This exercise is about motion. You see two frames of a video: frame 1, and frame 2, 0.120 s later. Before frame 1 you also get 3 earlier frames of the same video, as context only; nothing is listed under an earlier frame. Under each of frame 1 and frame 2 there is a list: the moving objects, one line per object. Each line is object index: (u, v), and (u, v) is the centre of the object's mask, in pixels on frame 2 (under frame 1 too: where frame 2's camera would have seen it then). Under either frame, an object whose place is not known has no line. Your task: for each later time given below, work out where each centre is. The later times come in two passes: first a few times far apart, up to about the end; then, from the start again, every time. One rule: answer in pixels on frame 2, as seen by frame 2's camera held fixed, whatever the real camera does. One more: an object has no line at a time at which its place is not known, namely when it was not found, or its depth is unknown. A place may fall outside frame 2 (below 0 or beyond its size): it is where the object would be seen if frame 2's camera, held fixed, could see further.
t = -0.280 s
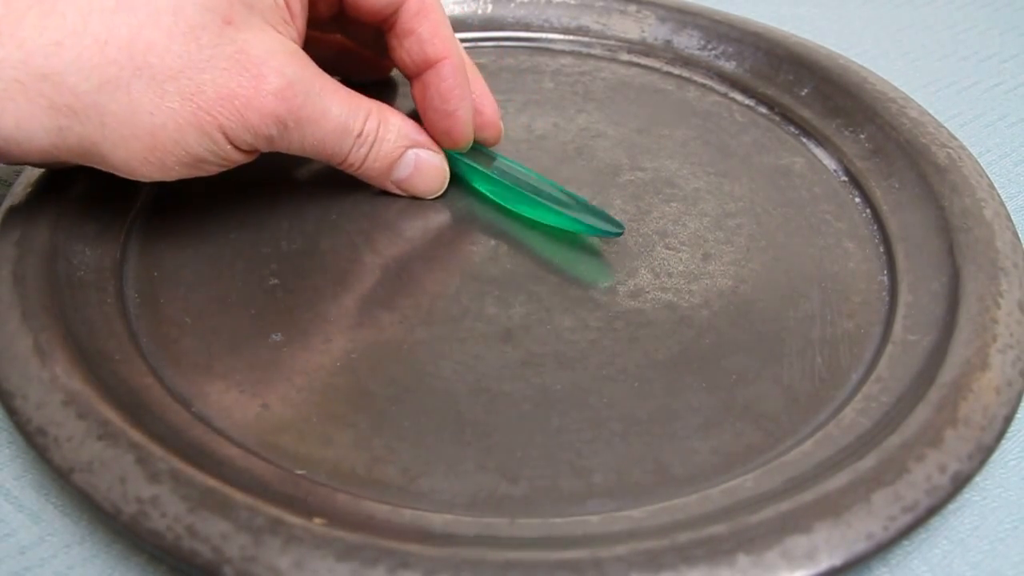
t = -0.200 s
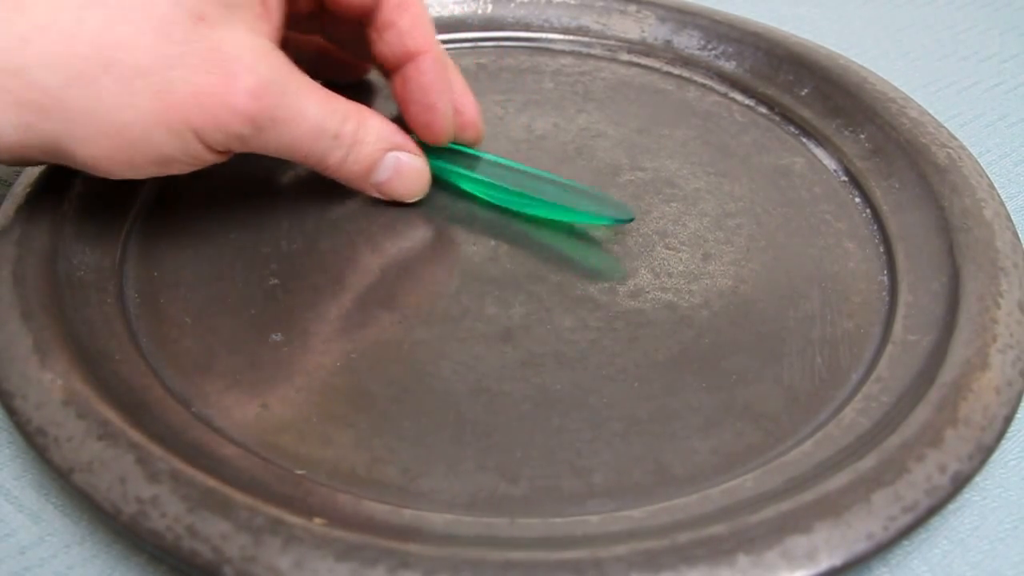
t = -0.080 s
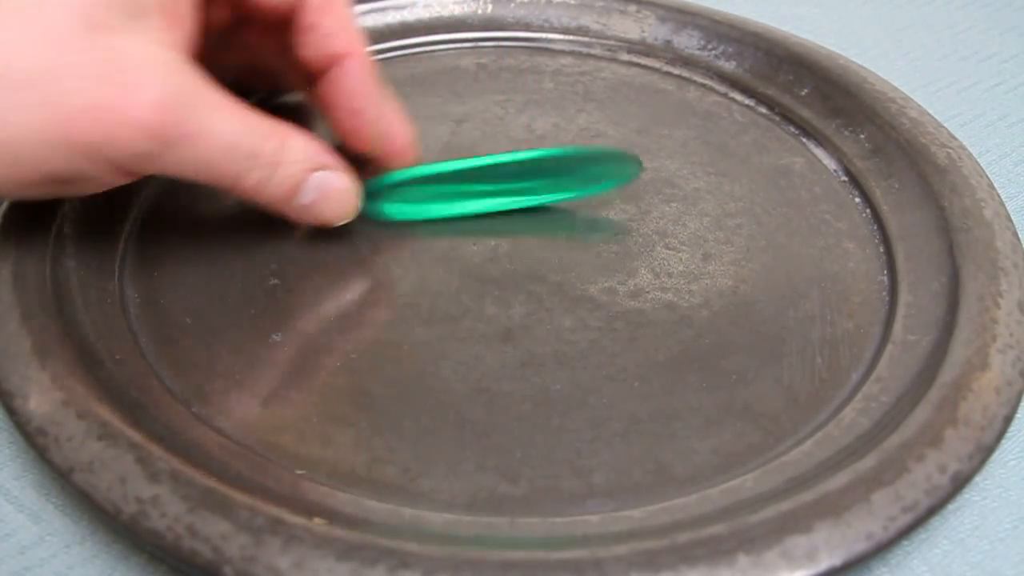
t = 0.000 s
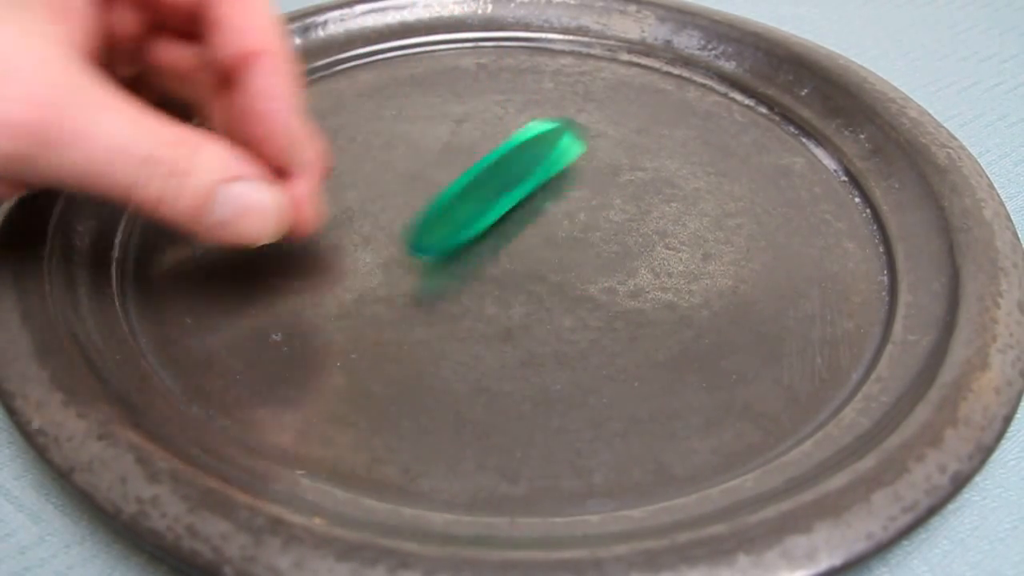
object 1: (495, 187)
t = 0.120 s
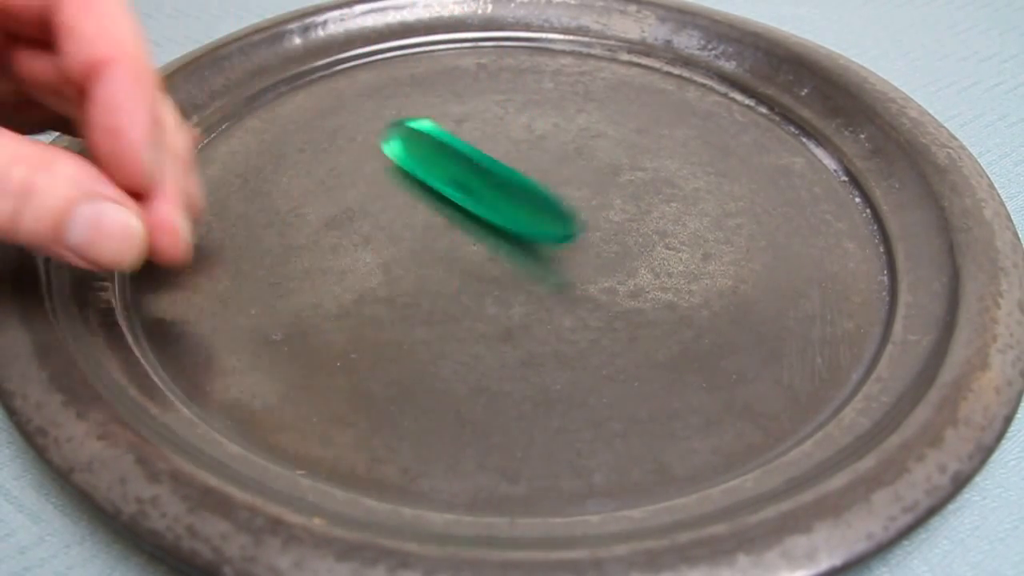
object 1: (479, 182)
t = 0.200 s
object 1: (483, 176)
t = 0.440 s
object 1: (504, 178)
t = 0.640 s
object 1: (497, 189)
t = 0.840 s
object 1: (485, 175)
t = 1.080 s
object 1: (504, 176)
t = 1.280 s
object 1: (500, 186)
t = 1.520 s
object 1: (487, 174)
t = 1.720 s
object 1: (516, 180)
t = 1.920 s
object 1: (494, 183)
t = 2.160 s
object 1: (503, 172)
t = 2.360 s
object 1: (515, 186)
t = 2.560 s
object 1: (501, 179)
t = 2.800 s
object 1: (513, 181)
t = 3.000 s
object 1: (503, 181)
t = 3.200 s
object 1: (503, 183)
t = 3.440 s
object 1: (504, 180)
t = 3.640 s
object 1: (502, 183)
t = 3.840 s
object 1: (501, 174)
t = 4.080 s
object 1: (511, 183)
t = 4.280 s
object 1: (504, 177)
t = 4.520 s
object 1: (513, 186)
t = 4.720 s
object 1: (506, 178)
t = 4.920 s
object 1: (501, 182)
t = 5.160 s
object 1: (513, 182)
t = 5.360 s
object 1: (501, 180)
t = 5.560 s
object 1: (513, 186)
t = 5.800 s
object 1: (510, 177)
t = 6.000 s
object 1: (506, 184)
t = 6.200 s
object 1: (516, 184)
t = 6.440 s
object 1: (509, 180)
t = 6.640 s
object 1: (506, 185)
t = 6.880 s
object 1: (518, 183)
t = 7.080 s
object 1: (516, 179)
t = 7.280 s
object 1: (508, 180)
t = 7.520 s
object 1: (512, 184)
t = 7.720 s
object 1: (522, 185)
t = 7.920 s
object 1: (523, 182)
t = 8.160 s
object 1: (516, 180)
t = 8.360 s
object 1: (512, 180)
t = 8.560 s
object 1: (509, 182)
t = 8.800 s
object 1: (510, 184)
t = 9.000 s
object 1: (513, 185)
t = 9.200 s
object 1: (517, 184)
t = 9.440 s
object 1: (520, 184)
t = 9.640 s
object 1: (522, 184)
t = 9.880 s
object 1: (522, 183)
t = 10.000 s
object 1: (522, 183)
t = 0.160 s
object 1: (483, 179)
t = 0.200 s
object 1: (483, 176)
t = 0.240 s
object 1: (478, 176)
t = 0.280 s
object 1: (474, 178)
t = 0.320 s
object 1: (479, 182)
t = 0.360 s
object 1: (495, 184)
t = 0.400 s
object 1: (505, 178)
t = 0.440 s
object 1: (504, 178)
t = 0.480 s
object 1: (500, 177)
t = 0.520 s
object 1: (497, 180)
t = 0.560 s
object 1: (495, 182)
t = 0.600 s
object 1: (496, 185)
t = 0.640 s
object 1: (497, 189)
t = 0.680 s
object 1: (493, 187)
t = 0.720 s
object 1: (489, 183)
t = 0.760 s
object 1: (488, 181)
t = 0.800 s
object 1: (488, 177)
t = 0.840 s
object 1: (485, 175)
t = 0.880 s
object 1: (482, 176)
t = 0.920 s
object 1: (479, 180)
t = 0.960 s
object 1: (489, 183)
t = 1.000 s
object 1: (502, 180)
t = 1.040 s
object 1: (509, 178)
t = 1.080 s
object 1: (504, 176)
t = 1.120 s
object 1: (503, 176)
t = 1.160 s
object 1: (499, 178)
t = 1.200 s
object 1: (499, 181)
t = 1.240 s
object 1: (500, 182)
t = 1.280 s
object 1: (500, 186)
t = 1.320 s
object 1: (497, 185)
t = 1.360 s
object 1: (493, 182)
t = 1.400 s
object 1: (494, 180)
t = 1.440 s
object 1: (495, 176)
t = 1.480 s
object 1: (492, 174)
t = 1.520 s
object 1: (487, 174)
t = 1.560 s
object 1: (485, 176)
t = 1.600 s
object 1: (489, 180)
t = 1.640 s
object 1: (503, 182)
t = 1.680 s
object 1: (514, 180)
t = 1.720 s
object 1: (516, 180)
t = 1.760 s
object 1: (509, 178)
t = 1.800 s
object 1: (505, 178)
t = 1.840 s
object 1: (501, 180)
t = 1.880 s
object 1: (498, 180)
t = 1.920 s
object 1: (494, 183)
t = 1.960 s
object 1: (493, 184)
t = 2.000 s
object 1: (490, 188)
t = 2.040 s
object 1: (493, 181)
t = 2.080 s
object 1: (500, 177)
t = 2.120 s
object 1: (503, 175)
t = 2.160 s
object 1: (503, 172)
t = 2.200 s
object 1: (498, 171)
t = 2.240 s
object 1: (494, 173)
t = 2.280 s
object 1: (496, 177)
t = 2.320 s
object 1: (505, 184)
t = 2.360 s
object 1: (515, 186)
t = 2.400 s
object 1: (516, 185)
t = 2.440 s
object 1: (512, 182)
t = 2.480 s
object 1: (509, 181)
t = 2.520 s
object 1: (505, 180)
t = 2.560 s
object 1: (501, 179)
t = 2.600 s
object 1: (498, 178)
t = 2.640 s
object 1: (493, 179)
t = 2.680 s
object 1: (489, 181)
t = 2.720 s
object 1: (494, 182)
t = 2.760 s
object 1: (503, 184)
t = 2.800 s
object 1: (513, 181)
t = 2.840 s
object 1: (518, 178)
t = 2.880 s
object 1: (517, 177)
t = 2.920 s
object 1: (512, 176)
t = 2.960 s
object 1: (506, 178)
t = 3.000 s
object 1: (503, 181)
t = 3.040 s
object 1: (502, 182)
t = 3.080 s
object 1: (499, 182)
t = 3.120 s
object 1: (497, 182)
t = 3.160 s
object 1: (498, 182)
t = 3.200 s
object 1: (503, 183)
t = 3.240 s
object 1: (509, 181)
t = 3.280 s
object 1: (512, 178)
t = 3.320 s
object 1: (509, 176)
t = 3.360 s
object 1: (506, 176)
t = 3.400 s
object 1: (503, 178)
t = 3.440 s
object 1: (504, 180)
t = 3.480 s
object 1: (505, 182)
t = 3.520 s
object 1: (506, 183)
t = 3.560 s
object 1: (506, 187)
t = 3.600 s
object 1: (504, 185)
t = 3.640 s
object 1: (502, 183)
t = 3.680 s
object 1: (503, 180)
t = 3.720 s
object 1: (506, 178)
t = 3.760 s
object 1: (508, 176)
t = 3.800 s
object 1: (505, 174)
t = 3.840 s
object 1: (501, 174)
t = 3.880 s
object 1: (498, 177)
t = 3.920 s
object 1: (499, 181)
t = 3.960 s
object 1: (507, 185)
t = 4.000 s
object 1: (514, 188)
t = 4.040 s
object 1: (513, 187)
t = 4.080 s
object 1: (511, 183)
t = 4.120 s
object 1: (511, 184)
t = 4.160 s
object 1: (510, 182)
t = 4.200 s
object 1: (508, 180)
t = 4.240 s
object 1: (506, 178)
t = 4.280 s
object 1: (504, 177)
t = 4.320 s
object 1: (502, 178)
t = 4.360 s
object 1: (499, 179)
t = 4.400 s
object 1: (501, 182)
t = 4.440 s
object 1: (506, 184)
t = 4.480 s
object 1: (511, 186)
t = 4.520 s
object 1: (513, 186)
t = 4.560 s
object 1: (512, 184)
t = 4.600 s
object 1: (510, 183)
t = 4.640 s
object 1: (508, 182)
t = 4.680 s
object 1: (508, 181)
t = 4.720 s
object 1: (506, 178)
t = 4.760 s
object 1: (504, 176)
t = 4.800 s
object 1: (502, 176)
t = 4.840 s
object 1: (499, 177)
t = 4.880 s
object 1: (498, 179)
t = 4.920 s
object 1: (501, 182)
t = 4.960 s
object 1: (509, 184)
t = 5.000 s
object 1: (516, 186)
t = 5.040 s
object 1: (517, 185)
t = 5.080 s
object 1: (516, 183)
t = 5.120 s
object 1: (514, 183)
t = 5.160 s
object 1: (513, 182)
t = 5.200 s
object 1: (511, 181)
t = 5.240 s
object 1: (509, 179)
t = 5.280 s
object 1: (508, 179)
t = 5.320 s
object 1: (504, 180)
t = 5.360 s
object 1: (501, 180)
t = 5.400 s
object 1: (501, 181)
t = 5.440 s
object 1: (501, 183)
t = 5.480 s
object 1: (506, 184)
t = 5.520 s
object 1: (510, 188)
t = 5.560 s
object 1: (513, 186)
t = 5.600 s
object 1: (515, 184)
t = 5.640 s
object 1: (514, 183)
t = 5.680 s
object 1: (514, 182)
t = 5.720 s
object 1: (513, 180)
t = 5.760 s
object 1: (513, 179)
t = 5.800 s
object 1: (510, 177)
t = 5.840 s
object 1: (508, 176)
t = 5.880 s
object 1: (506, 177)
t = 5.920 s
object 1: (504, 179)
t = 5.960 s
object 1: (504, 182)
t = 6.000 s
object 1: (506, 184)
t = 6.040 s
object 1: (508, 185)
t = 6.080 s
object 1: (512, 187)
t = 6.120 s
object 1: (514, 187)
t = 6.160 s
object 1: (515, 184)
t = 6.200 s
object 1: (516, 184)
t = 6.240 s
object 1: (518, 185)
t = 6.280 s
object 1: (519, 182)
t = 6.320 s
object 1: (517, 181)
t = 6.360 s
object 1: (513, 180)
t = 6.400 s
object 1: (511, 180)
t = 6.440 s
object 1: (509, 180)
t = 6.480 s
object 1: (507, 181)
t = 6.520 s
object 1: (505, 181)
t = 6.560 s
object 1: (504, 182)
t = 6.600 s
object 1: (504, 184)
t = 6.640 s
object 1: (506, 185)
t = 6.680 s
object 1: (508, 187)
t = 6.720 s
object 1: (510, 188)
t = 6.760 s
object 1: (513, 186)
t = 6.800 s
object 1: (515, 184)
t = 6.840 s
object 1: (517, 184)
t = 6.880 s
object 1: (518, 183)
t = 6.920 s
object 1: (519, 182)
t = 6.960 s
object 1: (519, 181)
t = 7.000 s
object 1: (518, 180)
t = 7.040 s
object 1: (518, 179)
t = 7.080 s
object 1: (516, 179)
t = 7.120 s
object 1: (513, 178)
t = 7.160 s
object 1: (512, 178)
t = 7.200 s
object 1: (511, 179)
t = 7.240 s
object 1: (508, 179)
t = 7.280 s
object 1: (508, 180)
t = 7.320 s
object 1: (507, 181)
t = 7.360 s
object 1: (506, 182)
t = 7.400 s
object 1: (507, 183)
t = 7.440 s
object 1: (508, 184)
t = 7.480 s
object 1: (510, 184)
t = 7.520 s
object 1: (512, 184)
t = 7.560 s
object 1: (515, 184)
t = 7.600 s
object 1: (517, 186)
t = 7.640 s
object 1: (519, 185)
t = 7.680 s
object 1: (520, 186)
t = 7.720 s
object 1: (522, 185)
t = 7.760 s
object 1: (522, 185)
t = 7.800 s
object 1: (524, 184)
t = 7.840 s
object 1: (523, 183)
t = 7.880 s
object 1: (524, 183)
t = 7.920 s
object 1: (523, 182)
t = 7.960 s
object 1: (522, 182)
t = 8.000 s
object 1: (520, 181)
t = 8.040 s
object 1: (519, 180)
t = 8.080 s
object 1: (518, 180)
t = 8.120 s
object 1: (517, 180)
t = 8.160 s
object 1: (516, 180)
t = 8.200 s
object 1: (514, 180)
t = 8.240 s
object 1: (515, 180)
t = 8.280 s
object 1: (513, 180)
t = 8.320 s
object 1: (512, 180)
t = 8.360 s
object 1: (512, 180)
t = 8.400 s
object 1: (511, 181)
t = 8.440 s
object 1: (510, 181)
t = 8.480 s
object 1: (509, 182)
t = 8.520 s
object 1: (509, 182)
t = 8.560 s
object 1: (509, 182)
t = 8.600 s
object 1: (509, 182)
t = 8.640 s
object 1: (509, 183)
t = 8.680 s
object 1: (510, 183)
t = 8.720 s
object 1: (510, 184)
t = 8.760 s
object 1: (510, 184)
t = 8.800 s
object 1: (510, 184)
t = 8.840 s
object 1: (511, 184)
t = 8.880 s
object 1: (511, 184)
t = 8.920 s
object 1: (512, 186)
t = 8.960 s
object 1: (512, 187)
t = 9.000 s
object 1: (513, 185)
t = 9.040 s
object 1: (514, 184)
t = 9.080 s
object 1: (514, 184)
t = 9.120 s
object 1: (515, 184)
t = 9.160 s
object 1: (516, 184)
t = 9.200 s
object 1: (517, 184)
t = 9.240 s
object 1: (518, 184)
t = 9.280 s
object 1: (518, 183)
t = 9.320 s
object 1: (519, 184)
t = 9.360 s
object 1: (520, 184)
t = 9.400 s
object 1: (520, 184)
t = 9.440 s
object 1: (520, 184)
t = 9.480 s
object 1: (521, 184)
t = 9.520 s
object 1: (521, 184)
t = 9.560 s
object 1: (521, 184)
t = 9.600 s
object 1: (522, 183)
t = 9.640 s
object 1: (522, 184)
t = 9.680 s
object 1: (522, 183)
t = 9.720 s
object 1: (522, 183)
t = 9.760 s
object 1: (522, 183)
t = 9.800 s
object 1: (522, 183)
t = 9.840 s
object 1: (522, 183)
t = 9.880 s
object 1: (522, 183)
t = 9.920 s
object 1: (522, 183)
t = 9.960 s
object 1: (522, 183)
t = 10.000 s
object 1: (522, 183)
